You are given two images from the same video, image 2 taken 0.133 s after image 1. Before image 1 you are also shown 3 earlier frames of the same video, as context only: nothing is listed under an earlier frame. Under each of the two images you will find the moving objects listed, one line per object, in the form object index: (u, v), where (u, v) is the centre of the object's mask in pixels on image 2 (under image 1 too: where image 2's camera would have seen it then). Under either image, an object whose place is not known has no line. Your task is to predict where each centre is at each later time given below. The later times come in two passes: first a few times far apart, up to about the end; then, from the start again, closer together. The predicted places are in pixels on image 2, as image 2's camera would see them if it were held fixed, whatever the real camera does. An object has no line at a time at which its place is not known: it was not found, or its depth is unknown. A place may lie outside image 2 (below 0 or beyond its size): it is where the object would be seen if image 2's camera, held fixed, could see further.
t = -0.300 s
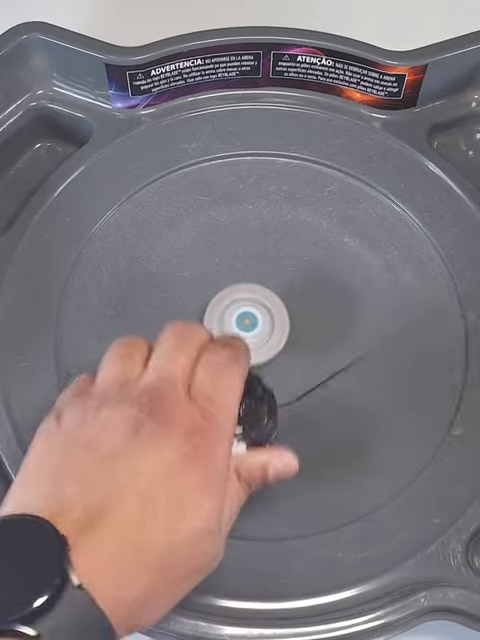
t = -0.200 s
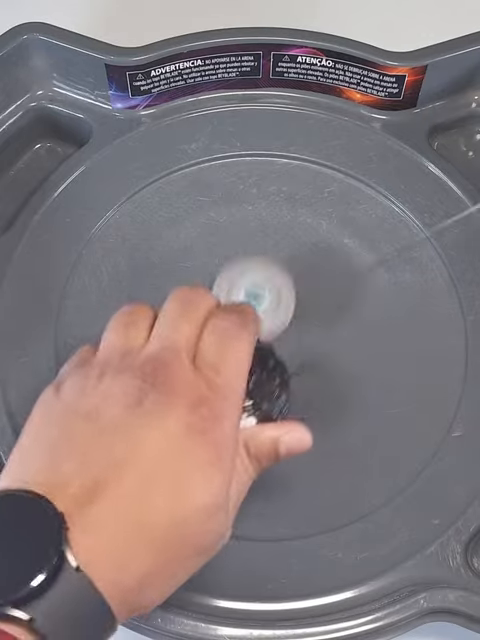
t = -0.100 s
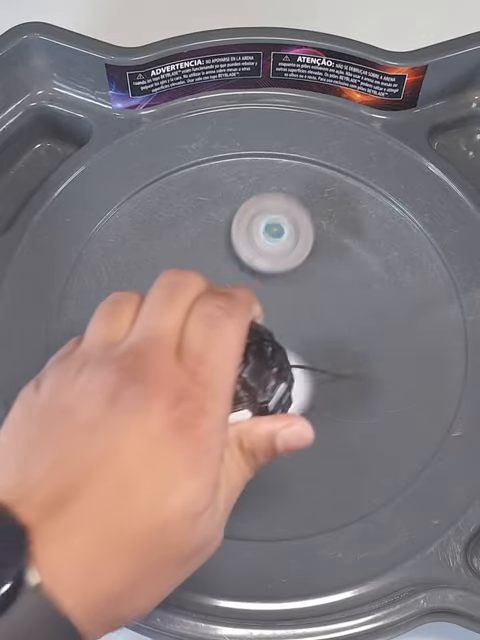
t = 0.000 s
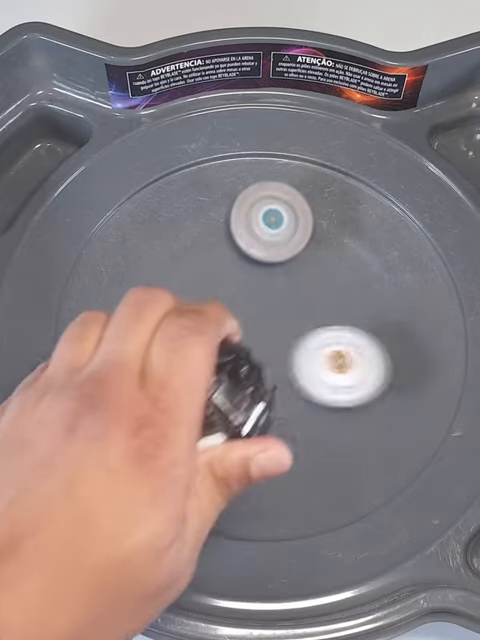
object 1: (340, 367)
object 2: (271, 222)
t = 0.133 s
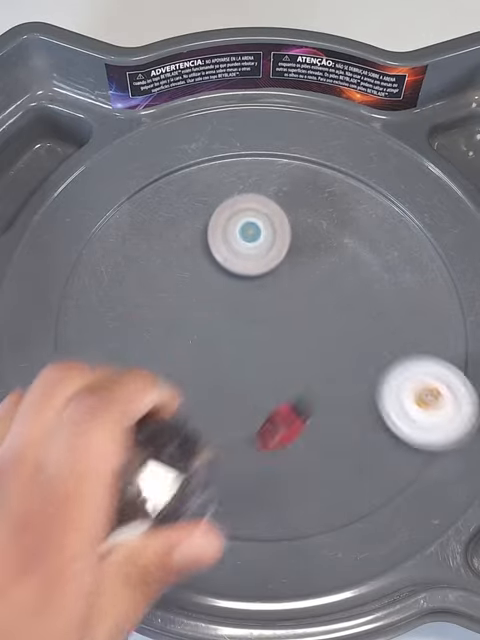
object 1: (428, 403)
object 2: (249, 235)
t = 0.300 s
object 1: (354, 475)
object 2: (242, 263)
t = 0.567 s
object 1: (150, 306)
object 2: (279, 259)
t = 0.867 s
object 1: (312, 152)
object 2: (304, 277)
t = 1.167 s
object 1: (144, 481)
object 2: (300, 310)
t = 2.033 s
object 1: (196, 157)
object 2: (258, 350)
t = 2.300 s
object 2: (242, 339)
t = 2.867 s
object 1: (24, 367)
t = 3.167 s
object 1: (287, 202)
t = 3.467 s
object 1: (460, 140)
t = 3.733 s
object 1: (459, 131)
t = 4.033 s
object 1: (461, 138)
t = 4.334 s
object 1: (462, 139)
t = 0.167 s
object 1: (435, 422)
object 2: (245, 240)
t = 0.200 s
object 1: (428, 437)
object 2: (243, 246)
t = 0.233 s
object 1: (408, 450)
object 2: (241, 252)
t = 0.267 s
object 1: (384, 462)
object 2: (241, 257)
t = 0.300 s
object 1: (354, 475)
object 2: (242, 263)
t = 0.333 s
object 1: (319, 478)
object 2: (243, 268)
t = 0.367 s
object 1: (282, 469)
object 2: (244, 272)
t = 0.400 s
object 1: (249, 449)
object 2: (245, 276)
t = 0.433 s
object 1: (222, 421)
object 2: (247, 279)
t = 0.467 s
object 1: (203, 387)
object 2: (249, 282)
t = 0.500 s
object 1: (192, 348)
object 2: (251, 284)
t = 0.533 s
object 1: (173, 323)
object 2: (264, 272)
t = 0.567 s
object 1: (150, 306)
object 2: (279, 259)
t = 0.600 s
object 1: (136, 286)
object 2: (293, 249)
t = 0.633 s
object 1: (129, 264)
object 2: (303, 246)
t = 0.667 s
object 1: (131, 243)
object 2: (308, 247)
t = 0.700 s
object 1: (141, 221)
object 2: (311, 250)
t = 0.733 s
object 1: (159, 202)
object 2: (312, 255)
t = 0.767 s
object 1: (186, 183)
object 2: (311, 260)
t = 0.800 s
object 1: (220, 166)
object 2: (309, 266)
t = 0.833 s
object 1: (263, 155)
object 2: (306, 272)
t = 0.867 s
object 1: (312, 152)
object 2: (304, 277)
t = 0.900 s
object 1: (361, 168)
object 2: (301, 282)
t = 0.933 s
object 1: (403, 203)
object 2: (299, 286)
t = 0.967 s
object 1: (438, 253)
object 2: (297, 290)
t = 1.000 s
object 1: (448, 317)
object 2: (296, 294)
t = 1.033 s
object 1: (444, 392)
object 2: (296, 297)
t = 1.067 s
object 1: (416, 459)
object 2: (297, 301)
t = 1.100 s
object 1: (340, 508)
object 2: (298, 305)
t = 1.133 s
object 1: (242, 518)
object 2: (299, 308)
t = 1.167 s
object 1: (144, 481)
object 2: (300, 310)
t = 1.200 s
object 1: (79, 402)
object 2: (302, 313)
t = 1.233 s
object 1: (66, 302)
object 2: (306, 315)
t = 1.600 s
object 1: (85, 252)
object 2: (279, 325)
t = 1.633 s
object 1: (150, 181)
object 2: (280, 333)
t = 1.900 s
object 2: (259, 334)
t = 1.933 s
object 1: (71, 370)
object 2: (262, 336)
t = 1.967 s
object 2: (263, 341)
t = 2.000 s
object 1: (119, 203)
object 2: (261, 346)
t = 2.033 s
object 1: (196, 157)
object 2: (258, 350)
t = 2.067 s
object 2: (255, 352)
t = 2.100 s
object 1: (384, 184)
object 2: (251, 352)
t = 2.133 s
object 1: (442, 260)
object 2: (248, 351)
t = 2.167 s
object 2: (246, 349)
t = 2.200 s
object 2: (246, 348)
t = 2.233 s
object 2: (246, 348)
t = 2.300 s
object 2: (242, 339)
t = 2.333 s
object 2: (241, 341)
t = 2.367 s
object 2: (241, 344)
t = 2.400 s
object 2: (240, 346)
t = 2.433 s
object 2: (240, 348)
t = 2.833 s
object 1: (17, 371)
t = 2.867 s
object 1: (24, 367)
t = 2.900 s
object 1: (36, 356)
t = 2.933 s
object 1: (51, 349)
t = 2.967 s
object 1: (80, 337)
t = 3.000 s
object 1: (119, 325)
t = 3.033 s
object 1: (162, 307)
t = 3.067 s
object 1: (198, 282)
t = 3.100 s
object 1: (226, 255)
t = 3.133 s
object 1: (257, 228)
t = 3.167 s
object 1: (287, 202)
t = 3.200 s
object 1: (318, 177)
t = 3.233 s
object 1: (347, 156)
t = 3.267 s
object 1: (370, 148)
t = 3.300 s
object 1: (393, 147)
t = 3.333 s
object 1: (413, 144)
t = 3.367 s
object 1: (428, 144)
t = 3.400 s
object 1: (443, 145)
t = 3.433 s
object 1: (451, 146)
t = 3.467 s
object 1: (460, 140)
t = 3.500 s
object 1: (467, 138)
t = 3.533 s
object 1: (459, 132)
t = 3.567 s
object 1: (457, 134)
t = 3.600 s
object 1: (458, 137)
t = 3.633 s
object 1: (461, 138)
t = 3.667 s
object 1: (460, 139)
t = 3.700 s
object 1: (462, 130)
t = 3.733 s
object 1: (459, 131)
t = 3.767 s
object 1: (456, 122)
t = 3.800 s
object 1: (465, 129)
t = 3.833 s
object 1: (462, 126)
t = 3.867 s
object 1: (455, 134)
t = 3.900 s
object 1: (453, 133)
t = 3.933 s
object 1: (457, 132)
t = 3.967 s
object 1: (461, 133)
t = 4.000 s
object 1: (462, 137)
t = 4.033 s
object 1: (461, 138)
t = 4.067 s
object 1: (462, 139)
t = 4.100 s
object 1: (462, 140)
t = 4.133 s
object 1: (462, 139)
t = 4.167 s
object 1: (462, 139)
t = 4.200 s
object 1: (462, 139)
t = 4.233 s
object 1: (462, 139)
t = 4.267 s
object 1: (462, 139)
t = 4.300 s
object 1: (462, 139)
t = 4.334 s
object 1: (462, 139)
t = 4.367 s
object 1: (462, 139)
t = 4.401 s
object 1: (462, 139)
